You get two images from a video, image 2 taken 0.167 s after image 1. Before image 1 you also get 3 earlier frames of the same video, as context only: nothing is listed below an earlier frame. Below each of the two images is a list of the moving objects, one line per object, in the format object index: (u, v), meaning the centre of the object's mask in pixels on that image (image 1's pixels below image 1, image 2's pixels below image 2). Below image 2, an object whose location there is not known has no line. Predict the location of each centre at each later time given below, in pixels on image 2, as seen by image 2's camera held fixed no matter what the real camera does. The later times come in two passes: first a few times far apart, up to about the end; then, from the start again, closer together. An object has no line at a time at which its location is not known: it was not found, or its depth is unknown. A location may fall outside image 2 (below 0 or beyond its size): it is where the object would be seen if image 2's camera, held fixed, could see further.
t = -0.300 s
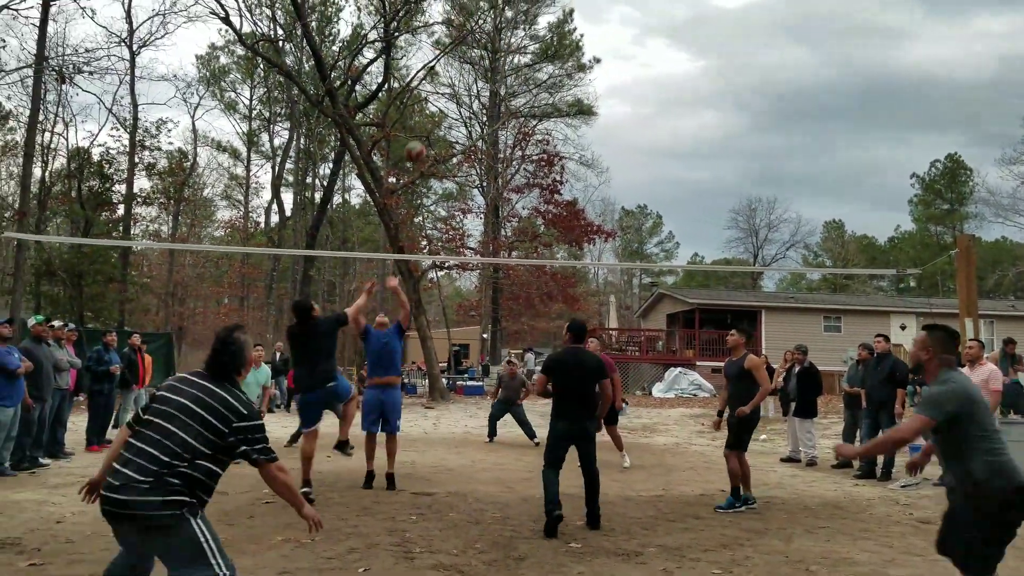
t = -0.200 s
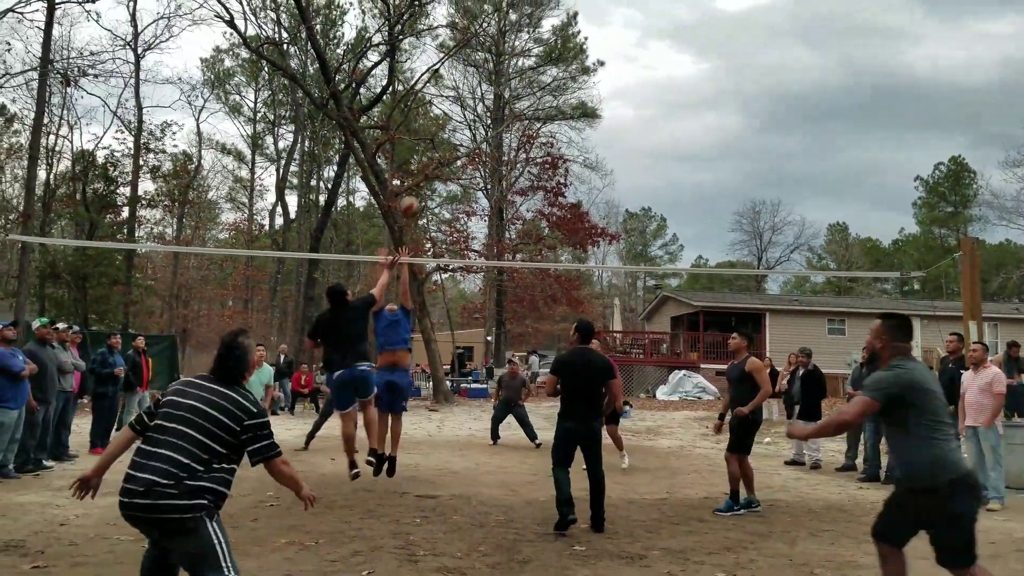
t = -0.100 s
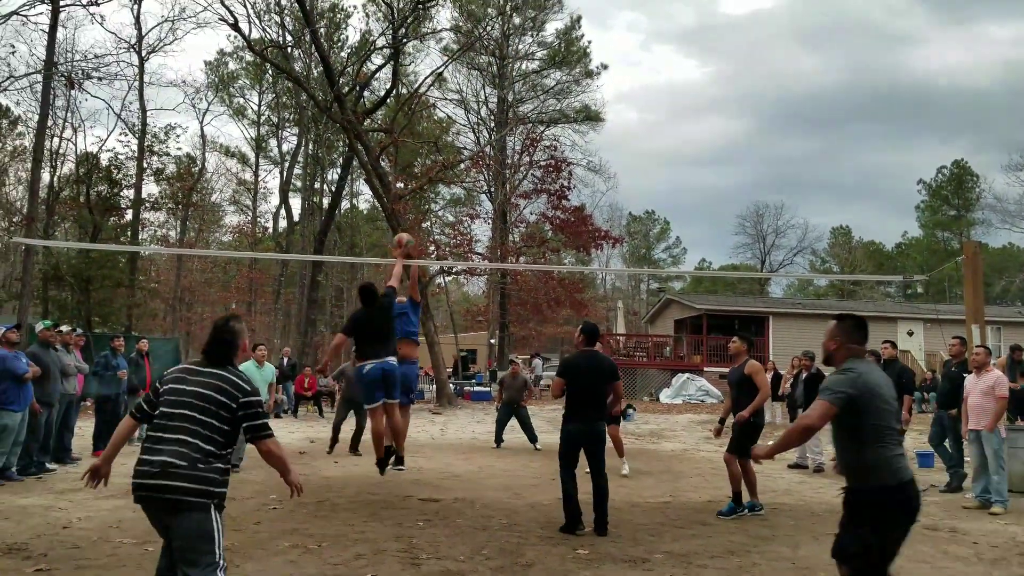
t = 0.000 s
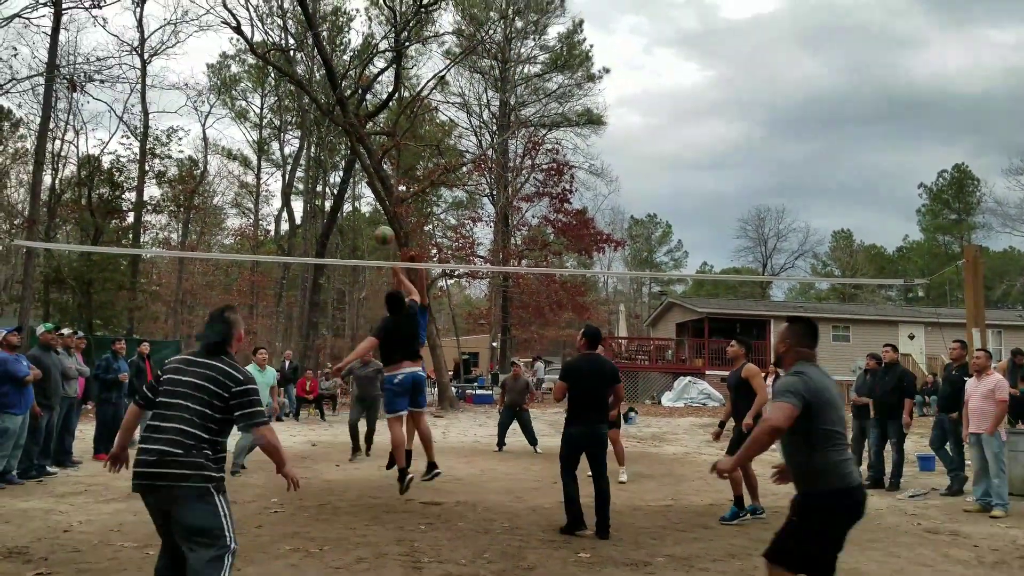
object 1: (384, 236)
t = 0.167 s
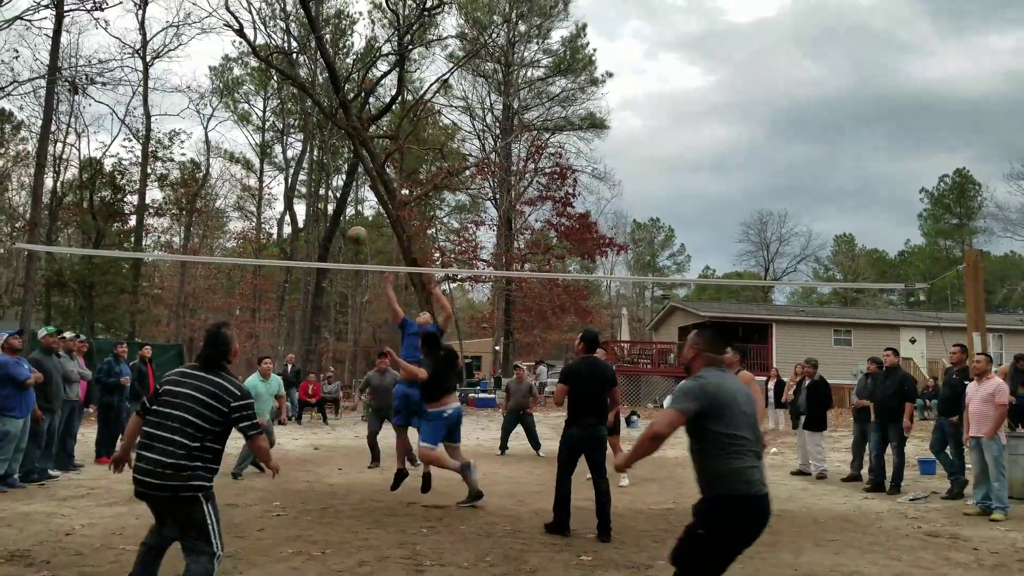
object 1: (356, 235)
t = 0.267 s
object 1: (338, 246)
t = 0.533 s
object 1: (286, 271)
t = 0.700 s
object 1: (248, 307)
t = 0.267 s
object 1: (338, 246)
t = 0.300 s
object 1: (332, 252)
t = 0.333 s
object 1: (326, 256)
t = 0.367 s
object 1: (320, 259)
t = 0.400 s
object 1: (314, 260)
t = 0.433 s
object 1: (307, 261)
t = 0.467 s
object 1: (300, 262)
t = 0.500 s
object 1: (293, 266)
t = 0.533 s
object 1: (286, 271)
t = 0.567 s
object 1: (278, 276)
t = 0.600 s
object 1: (271, 282)
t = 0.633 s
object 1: (263, 289)
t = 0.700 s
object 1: (248, 307)
